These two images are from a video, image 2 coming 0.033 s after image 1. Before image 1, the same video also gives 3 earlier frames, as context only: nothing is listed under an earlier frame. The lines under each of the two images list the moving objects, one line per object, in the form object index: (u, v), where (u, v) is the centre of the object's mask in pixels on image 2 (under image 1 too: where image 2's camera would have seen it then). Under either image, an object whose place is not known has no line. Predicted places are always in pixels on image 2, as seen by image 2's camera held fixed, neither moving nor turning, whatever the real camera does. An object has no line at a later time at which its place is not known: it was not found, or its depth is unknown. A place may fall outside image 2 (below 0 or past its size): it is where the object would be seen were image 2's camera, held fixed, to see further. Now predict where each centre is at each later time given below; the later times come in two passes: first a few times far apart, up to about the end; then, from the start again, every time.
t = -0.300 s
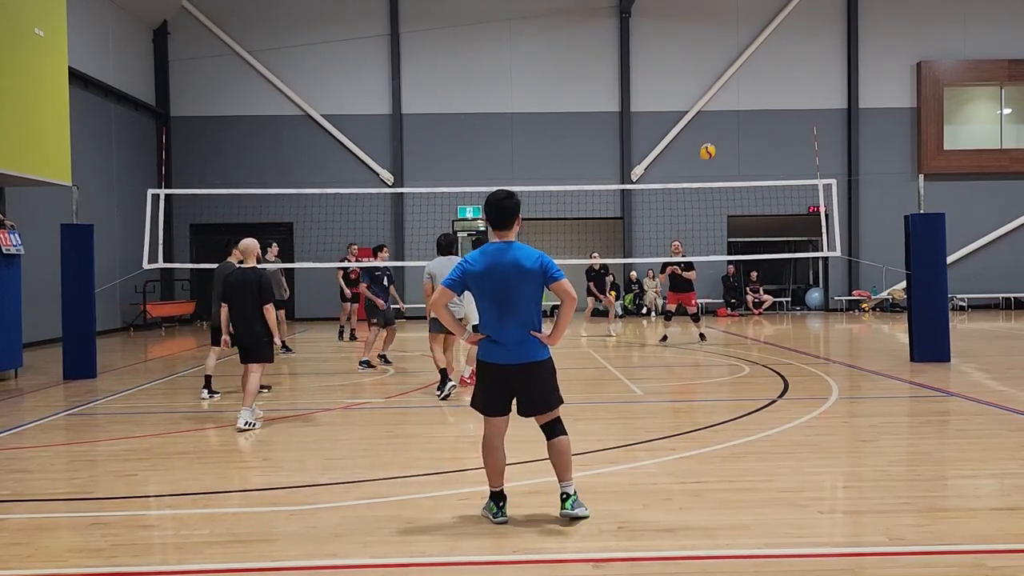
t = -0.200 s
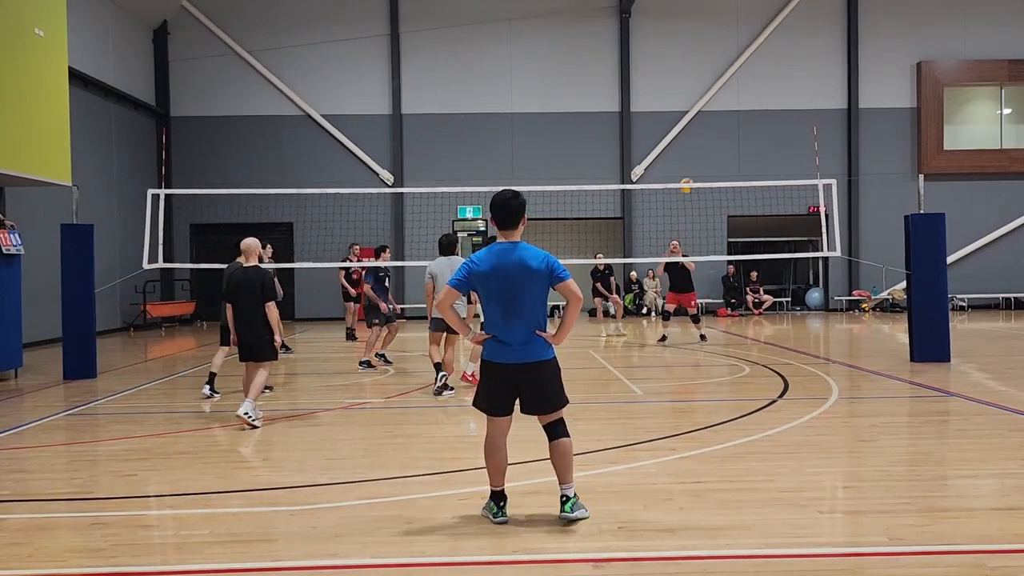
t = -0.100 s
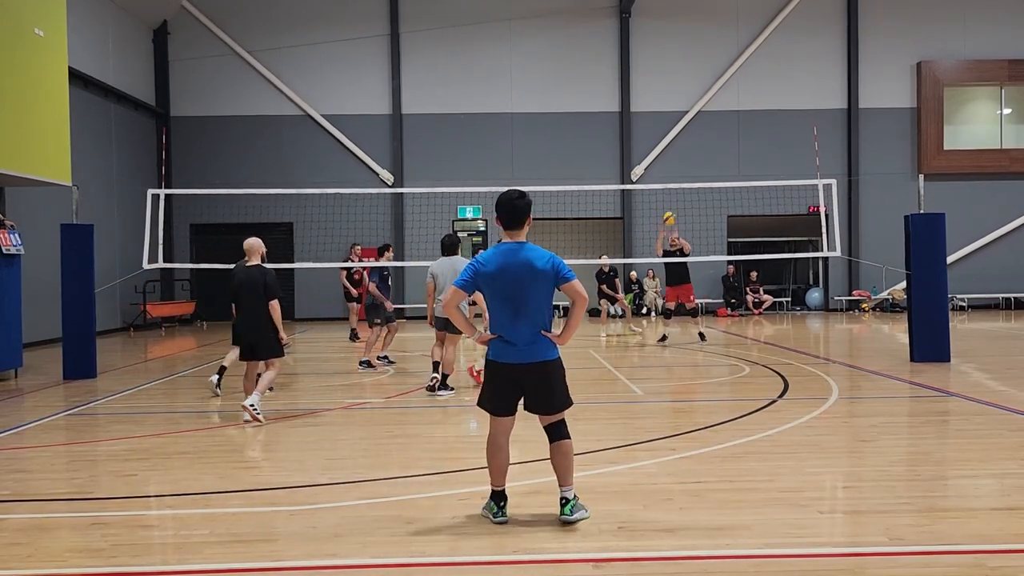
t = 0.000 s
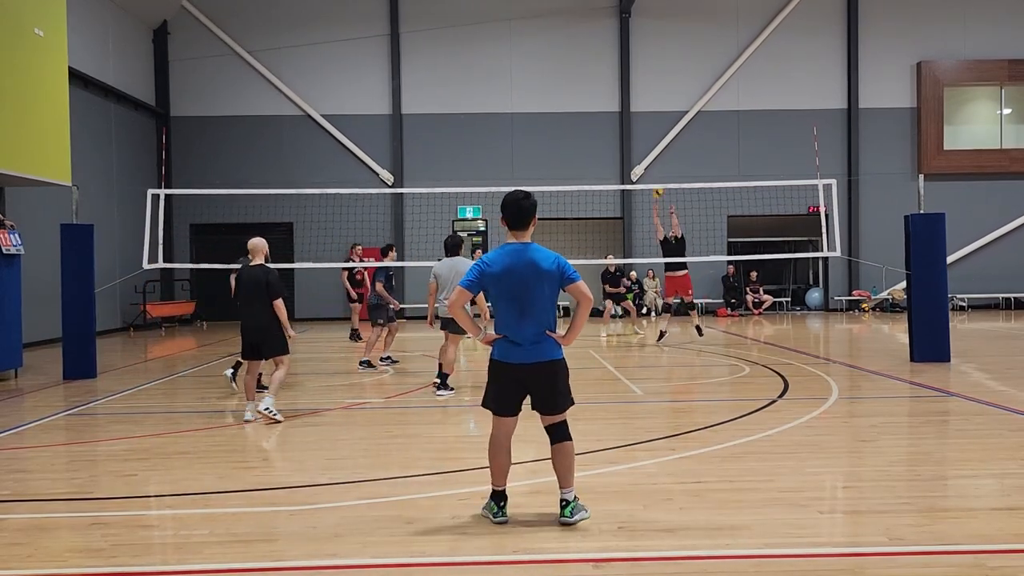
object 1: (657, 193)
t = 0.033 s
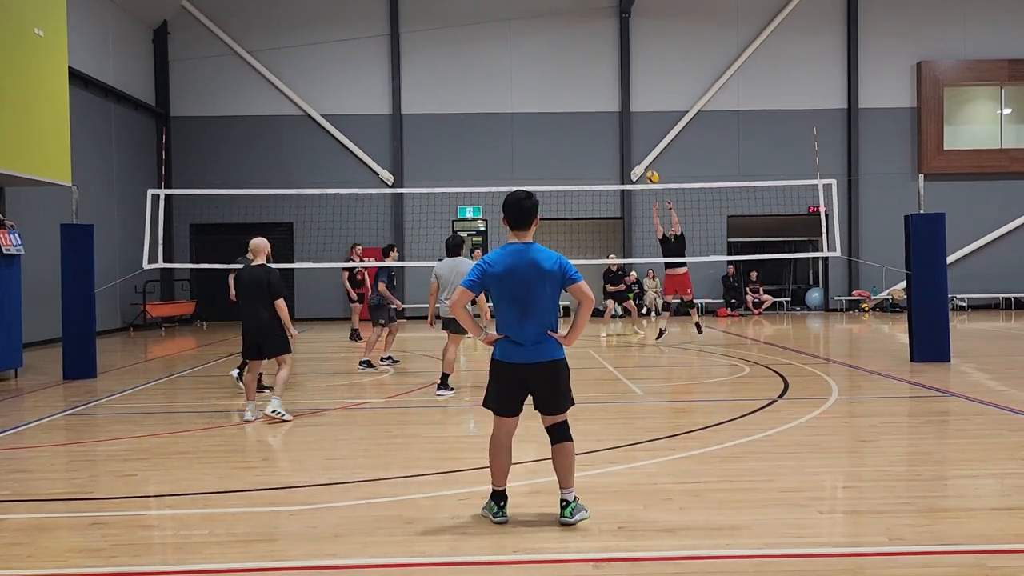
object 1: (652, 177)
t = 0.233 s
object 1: (625, 111)
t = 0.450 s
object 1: (595, 63)
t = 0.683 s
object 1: (560, 42)
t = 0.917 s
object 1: (523, 56)
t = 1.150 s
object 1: (483, 115)
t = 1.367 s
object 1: (445, 207)
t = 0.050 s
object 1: (650, 172)
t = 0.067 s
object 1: (647, 165)
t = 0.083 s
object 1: (645, 158)
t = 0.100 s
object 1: (643, 152)
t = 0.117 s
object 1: (641, 147)
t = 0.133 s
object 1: (639, 141)
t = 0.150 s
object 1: (636, 136)
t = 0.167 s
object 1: (634, 130)
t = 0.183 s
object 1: (632, 125)
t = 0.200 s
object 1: (630, 120)
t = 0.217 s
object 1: (628, 115)
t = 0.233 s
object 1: (625, 111)
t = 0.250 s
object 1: (623, 106)
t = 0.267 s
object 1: (621, 102)
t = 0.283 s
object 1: (619, 96)
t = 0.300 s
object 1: (617, 93)
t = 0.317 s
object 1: (614, 89)
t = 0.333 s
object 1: (611, 85)
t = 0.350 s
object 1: (609, 81)
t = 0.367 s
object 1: (607, 78)
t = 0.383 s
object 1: (604, 74)
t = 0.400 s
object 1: (602, 71)
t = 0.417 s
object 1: (600, 68)
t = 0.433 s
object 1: (597, 65)
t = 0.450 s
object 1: (595, 63)
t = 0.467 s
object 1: (593, 60)
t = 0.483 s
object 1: (590, 58)
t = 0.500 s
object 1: (587, 55)
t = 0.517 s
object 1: (585, 54)
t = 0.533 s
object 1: (583, 51)
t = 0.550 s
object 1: (581, 49)
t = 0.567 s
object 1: (578, 48)
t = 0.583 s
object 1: (576, 46)
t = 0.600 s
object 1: (572, 45)
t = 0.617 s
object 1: (570, 45)
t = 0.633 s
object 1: (567, 43)
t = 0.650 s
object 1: (565, 43)
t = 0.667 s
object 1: (563, 43)
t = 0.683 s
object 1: (560, 42)
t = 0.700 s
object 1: (558, 41)
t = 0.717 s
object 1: (555, 42)
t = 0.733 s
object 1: (552, 42)
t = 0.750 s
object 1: (550, 42)
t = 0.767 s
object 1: (547, 43)
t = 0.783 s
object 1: (544, 44)
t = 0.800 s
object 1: (542, 45)
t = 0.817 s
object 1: (539, 46)
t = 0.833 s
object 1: (536, 47)
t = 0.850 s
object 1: (534, 49)
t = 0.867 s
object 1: (531, 50)
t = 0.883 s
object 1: (529, 52)
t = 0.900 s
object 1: (525, 54)
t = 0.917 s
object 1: (523, 56)
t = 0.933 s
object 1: (520, 60)
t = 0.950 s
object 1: (517, 62)
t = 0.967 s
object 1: (514, 66)
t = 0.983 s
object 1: (512, 69)
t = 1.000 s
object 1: (509, 72)
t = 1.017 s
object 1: (506, 76)
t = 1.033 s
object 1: (503, 80)
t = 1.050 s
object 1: (501, 84)
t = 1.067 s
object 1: (498, 89)
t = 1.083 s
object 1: (494, 93)
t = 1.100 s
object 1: (492, 99)
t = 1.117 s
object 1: (488, 104)
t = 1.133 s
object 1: (486, 109)
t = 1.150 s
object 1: (483, 115)
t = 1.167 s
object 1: (481, 120)
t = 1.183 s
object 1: (478, 126)
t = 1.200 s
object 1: (475, 132)
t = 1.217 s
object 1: (472, 139)
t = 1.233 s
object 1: (469, 145)
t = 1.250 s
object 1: (466, 152)
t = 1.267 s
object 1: (463, 159)
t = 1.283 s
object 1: (460, 167)
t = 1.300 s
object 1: (457, 174)
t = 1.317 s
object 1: (454, 181)
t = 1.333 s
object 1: (450, 190)
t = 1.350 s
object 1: (447, 199)
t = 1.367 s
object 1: (445, 207)
